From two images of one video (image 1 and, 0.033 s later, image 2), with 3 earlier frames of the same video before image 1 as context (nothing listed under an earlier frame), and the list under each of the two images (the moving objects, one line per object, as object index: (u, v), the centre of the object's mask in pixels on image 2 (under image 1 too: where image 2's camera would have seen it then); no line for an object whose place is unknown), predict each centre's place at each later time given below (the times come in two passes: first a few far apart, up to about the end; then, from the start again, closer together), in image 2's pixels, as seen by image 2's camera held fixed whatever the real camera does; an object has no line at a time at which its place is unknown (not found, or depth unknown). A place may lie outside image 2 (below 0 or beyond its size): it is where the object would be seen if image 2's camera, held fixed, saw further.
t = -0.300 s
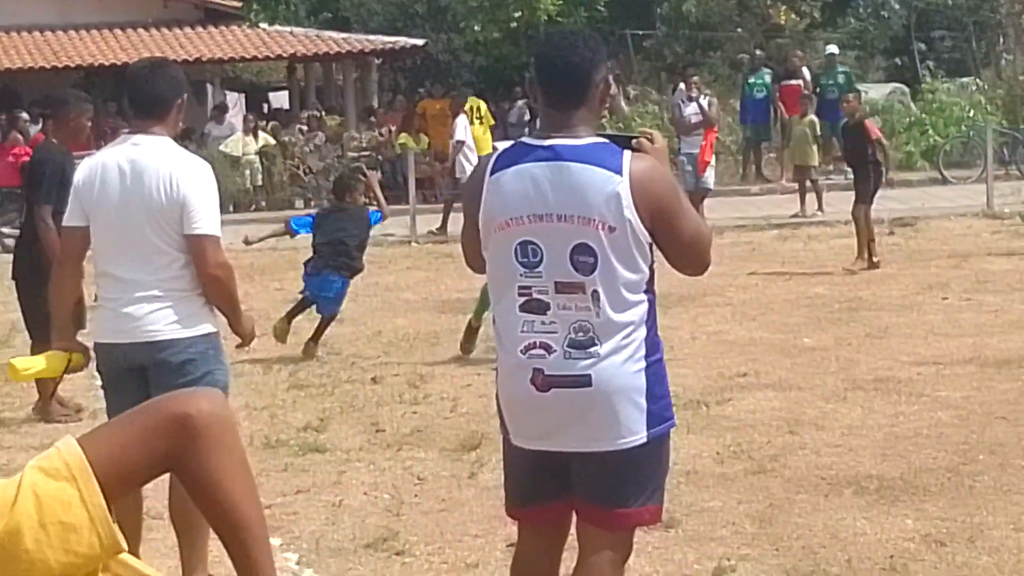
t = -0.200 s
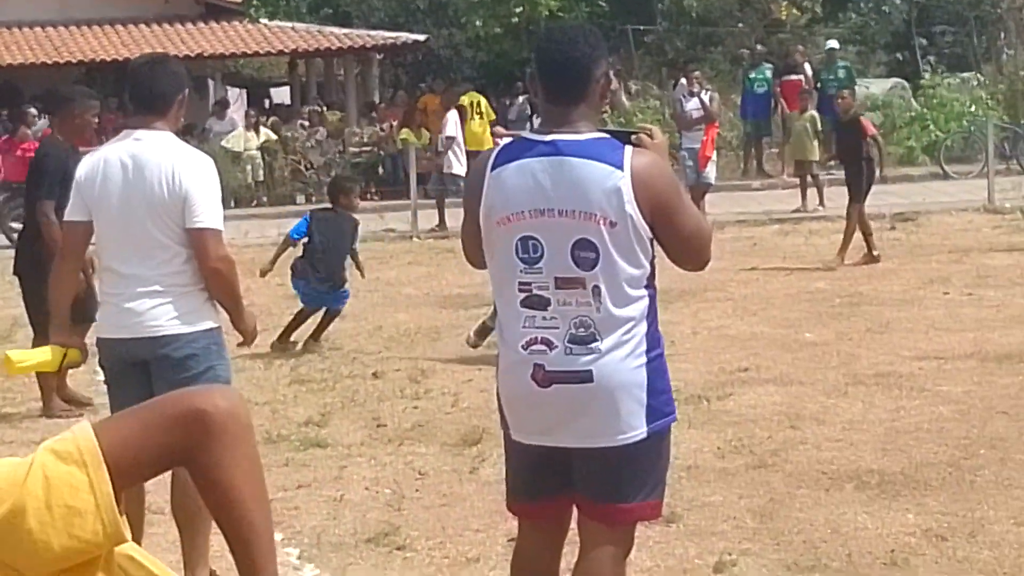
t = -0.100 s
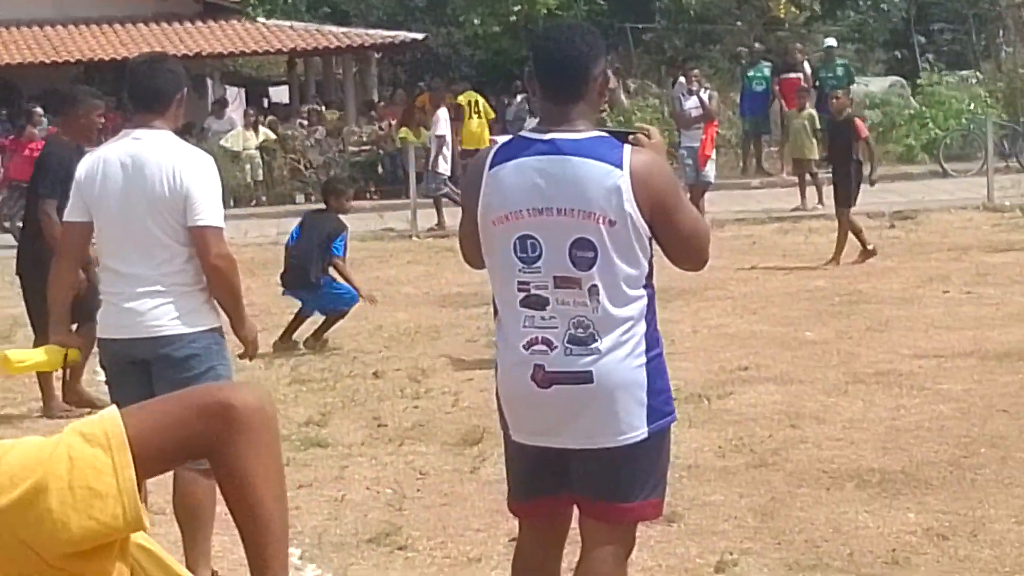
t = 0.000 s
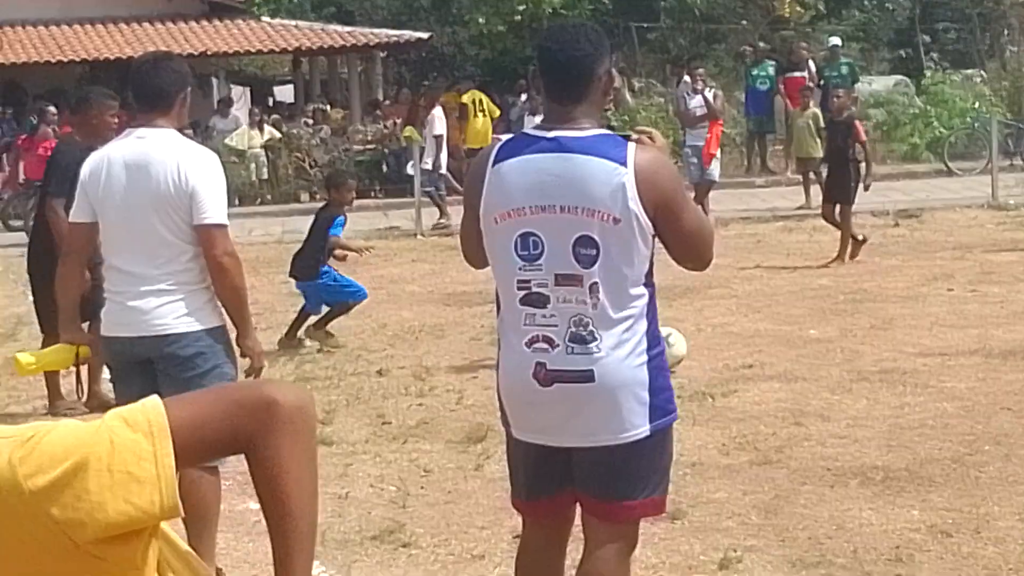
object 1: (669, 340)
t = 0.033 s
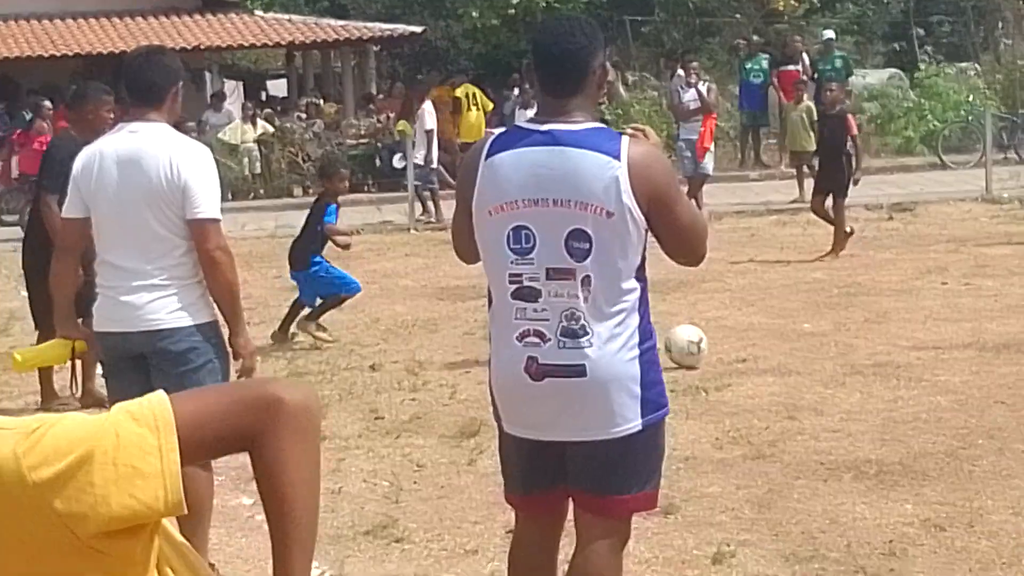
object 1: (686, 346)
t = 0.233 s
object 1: (813, 342)
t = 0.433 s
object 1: (935, 356)
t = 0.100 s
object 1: (736, 348)
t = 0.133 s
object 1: (755, 342)
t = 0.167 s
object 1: (774, 340)
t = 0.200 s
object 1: (792, 339)
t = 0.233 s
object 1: (813, 342)
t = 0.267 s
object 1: (833, 346)
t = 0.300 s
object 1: (852, 353)
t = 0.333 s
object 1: (873, 361)
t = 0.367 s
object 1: (893, 360)
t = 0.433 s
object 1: (935, 356)
